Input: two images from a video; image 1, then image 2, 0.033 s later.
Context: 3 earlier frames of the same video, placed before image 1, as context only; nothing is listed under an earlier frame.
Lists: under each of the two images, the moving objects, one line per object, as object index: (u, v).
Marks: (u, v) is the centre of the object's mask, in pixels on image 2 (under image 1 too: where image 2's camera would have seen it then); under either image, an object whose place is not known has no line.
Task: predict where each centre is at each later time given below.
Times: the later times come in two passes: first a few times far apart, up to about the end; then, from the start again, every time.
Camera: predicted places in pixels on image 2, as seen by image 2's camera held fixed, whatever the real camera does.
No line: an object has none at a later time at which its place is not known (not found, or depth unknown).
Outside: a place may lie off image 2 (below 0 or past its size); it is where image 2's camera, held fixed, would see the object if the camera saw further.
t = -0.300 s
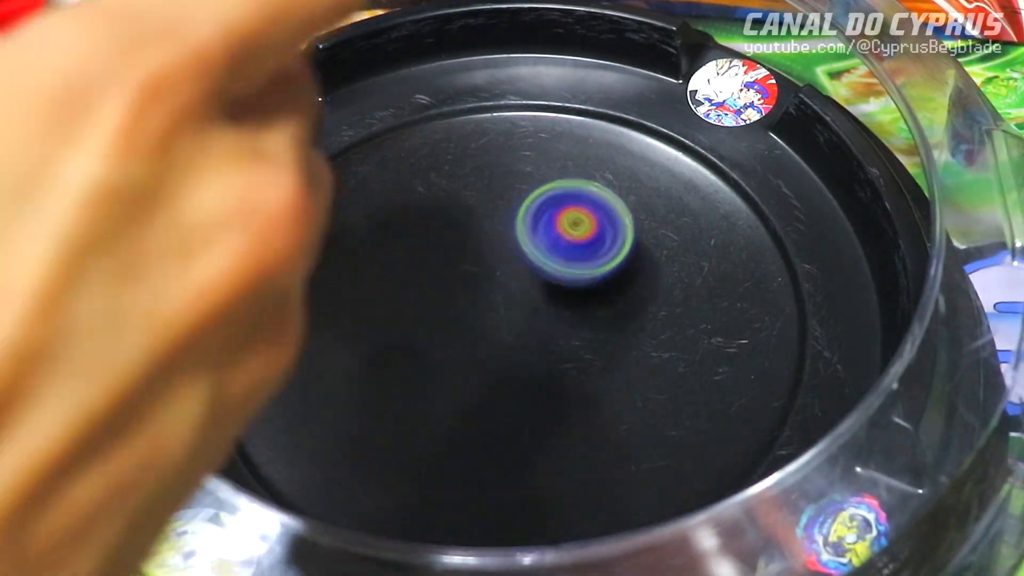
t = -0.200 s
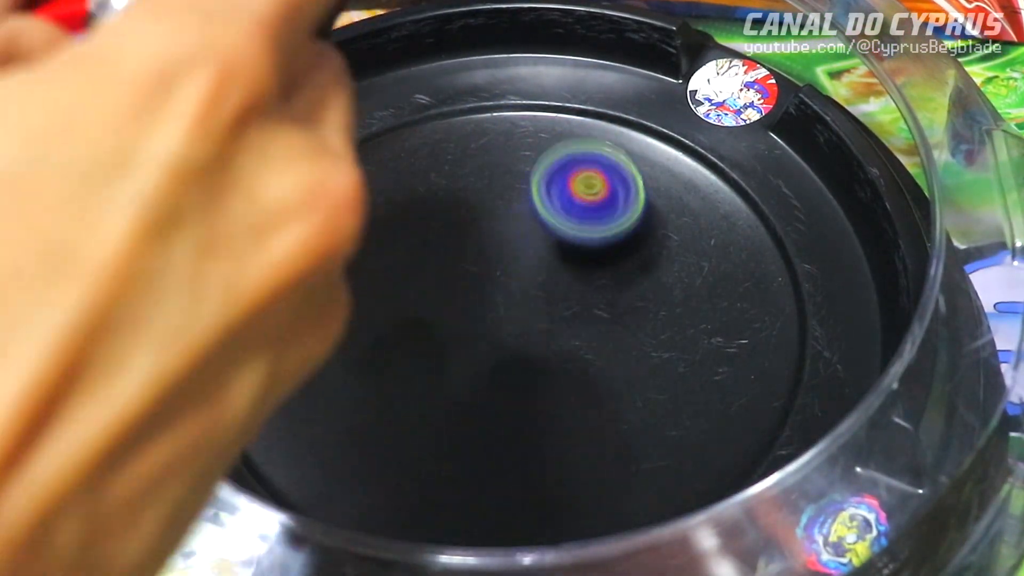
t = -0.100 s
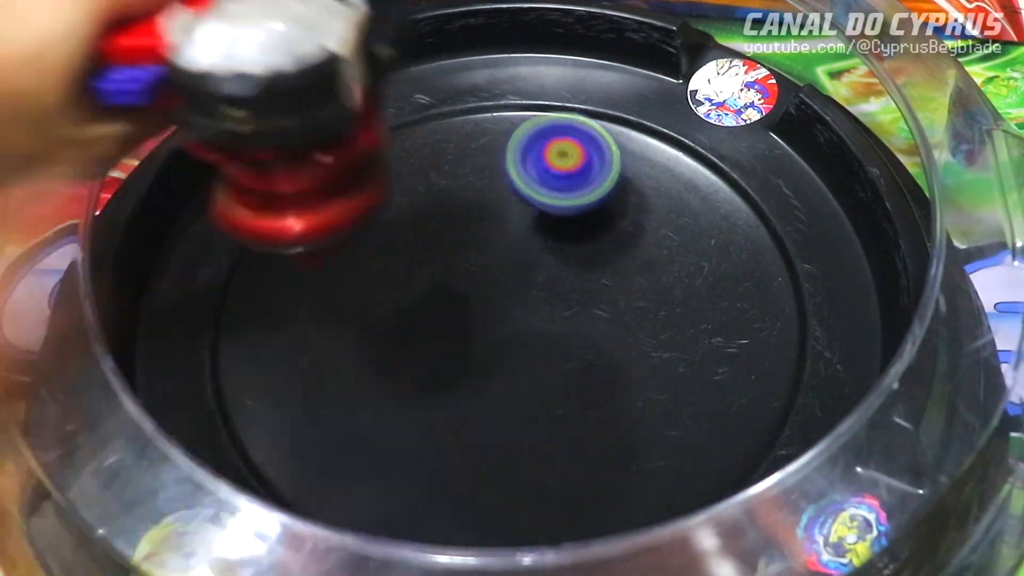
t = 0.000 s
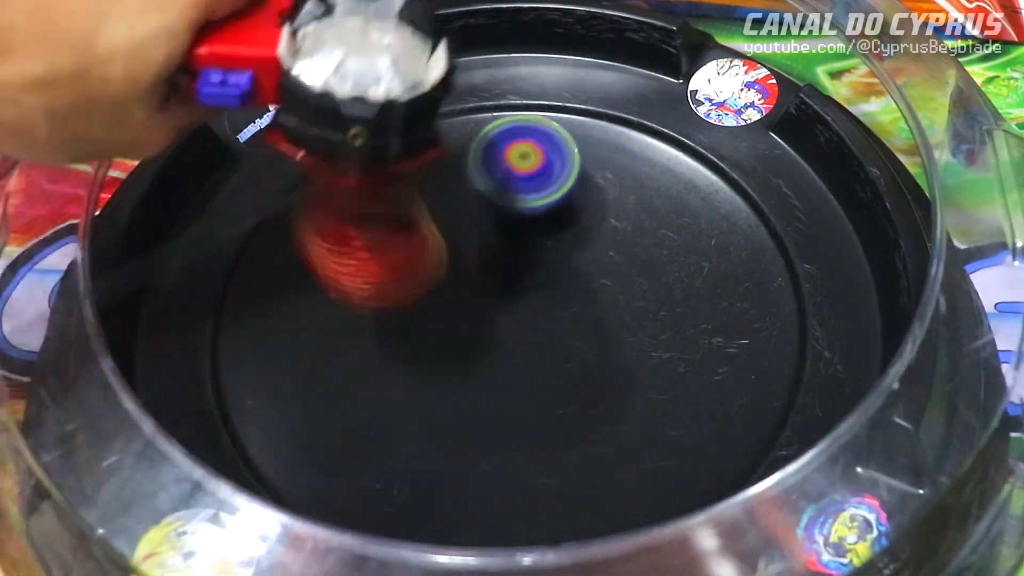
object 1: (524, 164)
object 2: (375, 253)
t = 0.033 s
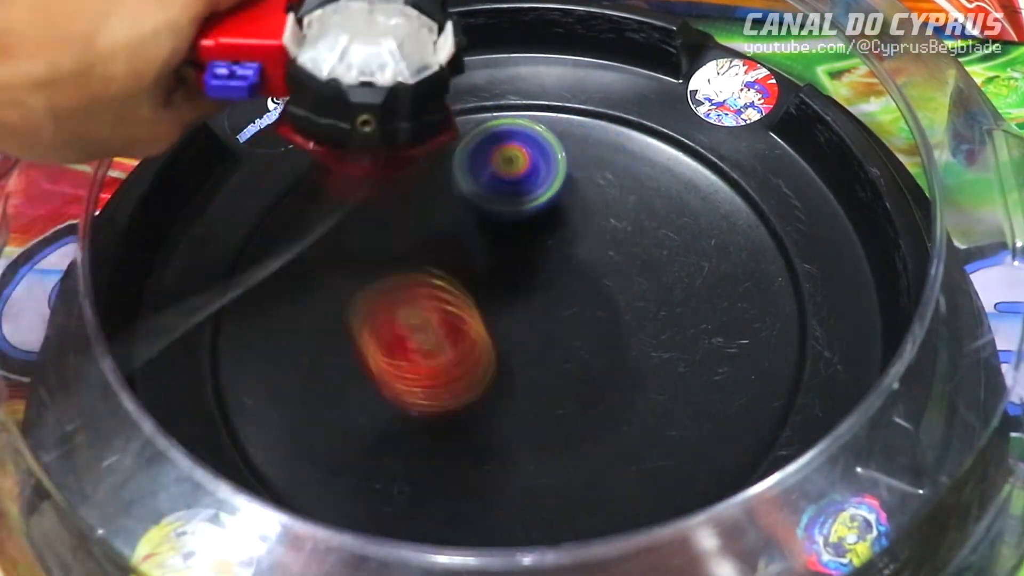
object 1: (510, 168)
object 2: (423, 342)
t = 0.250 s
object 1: (444, 225)
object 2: (678, 390)
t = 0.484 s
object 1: (541, 322)
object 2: (678, 226)
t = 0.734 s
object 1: (689, 281)
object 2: (390, 81)
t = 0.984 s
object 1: (611, 187)
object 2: (199, 250)
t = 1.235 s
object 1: (437, 272)
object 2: (558, 470)
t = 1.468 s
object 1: (514, 418)
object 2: (747, 189)
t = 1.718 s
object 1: (704, 373)
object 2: (330, 116)
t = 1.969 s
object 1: (616, 212)
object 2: (412, 502)
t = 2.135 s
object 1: (430, 229)
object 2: (806, 353)
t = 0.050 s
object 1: (502, 171)
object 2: (445, 365)
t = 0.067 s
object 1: (494, 174)
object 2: (461, 343)
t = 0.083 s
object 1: (487, 176)
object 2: (478, 324)
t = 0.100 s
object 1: (477, 179)
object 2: (496, 310)
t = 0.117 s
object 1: (469, 183)
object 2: (515, 300)
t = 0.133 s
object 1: (462, 186)
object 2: (536, 295)
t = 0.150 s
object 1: (456, 190)
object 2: (557, 294)
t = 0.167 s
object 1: (450, 193)
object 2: (578, 299)
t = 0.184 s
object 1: (446, 197)
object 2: (600, 308)
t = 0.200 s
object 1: (444, 203)
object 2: (621, 323)
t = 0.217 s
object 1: (442, 210)
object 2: (642, 343)
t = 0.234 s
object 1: (442, 217)
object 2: (662, 367)
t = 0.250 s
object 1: (444, 225)
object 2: (678, 390)
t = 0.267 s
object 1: (445, 232)
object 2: (688, 369)
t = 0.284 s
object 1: (448, 241)
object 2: (693, 345)
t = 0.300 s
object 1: (452, 249)
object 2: (698, 326)
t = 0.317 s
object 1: (457, 258)
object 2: (703, 310)
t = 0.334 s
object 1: (462, 266)
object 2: (707, 301)
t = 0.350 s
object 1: (467, 275)
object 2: (710, 295)
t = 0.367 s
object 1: (475, 282)
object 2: (712, 295)
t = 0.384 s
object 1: (482, 289)
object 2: (715, 299)
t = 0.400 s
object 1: (489, 295)
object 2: (713, 294)
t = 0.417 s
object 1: (499, 302)
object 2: (708, 273)
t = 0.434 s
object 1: (508, 307)
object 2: (701, 258)
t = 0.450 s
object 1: (518, 313)
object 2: (694, 246)
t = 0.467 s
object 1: (530, 318)
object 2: (687, 239)
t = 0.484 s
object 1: (541, 322)
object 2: (678, 226)
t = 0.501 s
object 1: (553, 325)
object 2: (666, 211)
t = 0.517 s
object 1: (567, 328)
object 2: (654, 200)
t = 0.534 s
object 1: (580, 329)
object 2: (641, 186)
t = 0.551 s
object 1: (591, 328)
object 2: (626, 173)
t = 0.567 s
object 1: (605, 328)
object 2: (609, 159)
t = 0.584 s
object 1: (617, 327)
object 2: (591, 146)
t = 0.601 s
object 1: (628, 325)
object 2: (573, 136)
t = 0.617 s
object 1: (640, 324)
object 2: (552, 122)
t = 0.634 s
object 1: (650, 316)
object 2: (531, 113)
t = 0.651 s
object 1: (659, 312)
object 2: (509, 106)
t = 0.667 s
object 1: (668, 310)
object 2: (486, 97)
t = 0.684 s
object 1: (674, 300)
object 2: (463, 91)
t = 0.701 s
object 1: (680, 291)
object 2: (440, 85)
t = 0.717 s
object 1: (685, 287)
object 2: (414, 80)
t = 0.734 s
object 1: (689, 281)
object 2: (390, 81)
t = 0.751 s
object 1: (693, 274)
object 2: (368, 83)
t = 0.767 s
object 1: (695, 266)
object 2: (347, 85)
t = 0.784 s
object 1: (696, 259)
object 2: (329, 96)
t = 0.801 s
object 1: (696, 249)
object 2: (313, 110)
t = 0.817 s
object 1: (694, 241)
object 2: (295, 123)
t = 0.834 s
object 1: (691, 232)
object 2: (280, 135)
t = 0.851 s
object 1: (686, 227)
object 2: (265, 149)
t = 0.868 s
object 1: (682, 219)
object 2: (251, 160)
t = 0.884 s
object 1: (675, 213)
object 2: (239, 170)
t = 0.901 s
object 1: (668, 207)
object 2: (227, 181)
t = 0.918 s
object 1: (660, 201)
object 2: (217, 194)
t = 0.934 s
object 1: (650, 196)
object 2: (210, 207)
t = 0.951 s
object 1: (639, 192)
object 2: (205, 220)
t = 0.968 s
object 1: (626, 189)
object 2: (200, 235)
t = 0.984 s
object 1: (611, 187)
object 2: (199, 250)
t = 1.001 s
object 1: (596, 187)
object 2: (200, 266)
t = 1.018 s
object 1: (581, 187)
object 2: (204, 283)
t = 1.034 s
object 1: (567, 187)
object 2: (211, 303)
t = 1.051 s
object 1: (552, 190)
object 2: (222, 325)
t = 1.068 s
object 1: (538, 193)
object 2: (239, 347)
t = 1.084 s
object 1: (523, 197)
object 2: (257, 368)
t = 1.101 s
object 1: (510, 202)
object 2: (280, 390)
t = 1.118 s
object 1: (497, 206)
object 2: (305, 409)
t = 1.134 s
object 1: (485, 213)
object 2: (334, 427)
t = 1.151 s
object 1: (475, 221)
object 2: (366, 442)
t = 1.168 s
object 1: (464, 229)
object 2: (403, 455)
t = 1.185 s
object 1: (455, 239)
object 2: (438, 464)
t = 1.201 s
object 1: (448, 249)
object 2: (477, 470)
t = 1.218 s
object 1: (441, 259)
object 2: (517, 473)
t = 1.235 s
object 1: (437, 272)
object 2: (558, 470)
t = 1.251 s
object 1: (433, 283)
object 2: (595, 464)
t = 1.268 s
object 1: (432, 293)
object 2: (632, 456)
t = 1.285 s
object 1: (430, 308)
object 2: (670, 442)
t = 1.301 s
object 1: (432, 319)
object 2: (701, 426)
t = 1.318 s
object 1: (436, 327)
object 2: (732, 408)
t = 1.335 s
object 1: (439, 342)
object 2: (759, 387)
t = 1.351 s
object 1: (446, 353)
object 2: (783, 363)
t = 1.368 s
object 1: (455, 360)
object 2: (799, 338)
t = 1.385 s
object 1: (465, 371)
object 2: (799, 303)
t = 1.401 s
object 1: (474, 385)
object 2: (800, 276)
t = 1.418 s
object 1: (484, 395)
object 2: (797, 252)
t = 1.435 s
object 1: (493, 404)
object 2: (787, 229)
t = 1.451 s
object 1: (503, 411)
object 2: (768, 208)
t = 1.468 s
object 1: (514, 418)
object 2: (747, 189)
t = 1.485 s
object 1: (525, 427)
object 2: (725, 168)
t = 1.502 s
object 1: (538, 432)
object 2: (702, 147)
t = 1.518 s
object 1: (551, 435)
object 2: (676, 124)
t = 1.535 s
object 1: (566, 439)
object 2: (650, 106)
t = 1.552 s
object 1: (580, 440)
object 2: (625, 88)
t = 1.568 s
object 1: (595, 441)
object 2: (594, 77)
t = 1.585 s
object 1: (609, 438)
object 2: (561, 69)
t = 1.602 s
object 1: (623, 436)
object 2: (527, 65)
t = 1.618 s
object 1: (636, 431)
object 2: (491, 63)
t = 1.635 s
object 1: (651, 426)
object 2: (458, 64)
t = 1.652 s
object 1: (663, 418)
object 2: (426, 65)
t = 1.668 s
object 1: (676, 407)
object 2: (397, 68)
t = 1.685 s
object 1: (687, 398)
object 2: (372, 77)
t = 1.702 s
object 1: (697, 385)
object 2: (352, 96)
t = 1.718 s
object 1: (704, 373)
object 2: (330, 116)
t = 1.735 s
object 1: (709, 357)
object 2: (310, 143)
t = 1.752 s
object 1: (713, 344)
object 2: (291, 168)
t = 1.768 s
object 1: (716, 329)
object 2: (276, 193)
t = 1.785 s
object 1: (717, 316)
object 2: (261, 223)
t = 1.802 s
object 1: (716, 302)
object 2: (249, 253)
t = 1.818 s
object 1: (714, 289)
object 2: (241, 284)
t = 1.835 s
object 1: (709, 276)
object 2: (238, 317)
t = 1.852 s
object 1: (702, 266)
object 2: (239, 349)
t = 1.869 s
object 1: (693, 255)
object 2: (245, 380)
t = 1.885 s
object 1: (684, 246)
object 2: (255, 410)
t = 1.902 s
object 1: (672, 238)
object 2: (273, 437)
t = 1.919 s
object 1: (661, 230)
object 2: (298, 460)
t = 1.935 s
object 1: (646, 224)
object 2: (331, 478)
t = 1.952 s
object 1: (631, 216)
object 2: (369, 490)
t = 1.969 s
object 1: (616, 212)
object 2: (412, 502)
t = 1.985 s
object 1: (598, 208)
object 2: (462, 510)
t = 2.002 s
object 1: (580, 207)
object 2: (513, 508)
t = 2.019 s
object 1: (560, 206)
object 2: (560, 502)
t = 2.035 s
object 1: (542, 206)
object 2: (608, 493)
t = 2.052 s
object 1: (521, 207)
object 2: (650, 480)
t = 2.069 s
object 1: (502, 209)
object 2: (692, 459)
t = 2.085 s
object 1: (483, 212)
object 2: (726, 439)
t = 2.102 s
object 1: (465, 216)
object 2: (758, 411)
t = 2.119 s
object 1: (447, 221)
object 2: (782, 382)
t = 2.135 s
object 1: (430, 229)
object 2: (806, 353)
